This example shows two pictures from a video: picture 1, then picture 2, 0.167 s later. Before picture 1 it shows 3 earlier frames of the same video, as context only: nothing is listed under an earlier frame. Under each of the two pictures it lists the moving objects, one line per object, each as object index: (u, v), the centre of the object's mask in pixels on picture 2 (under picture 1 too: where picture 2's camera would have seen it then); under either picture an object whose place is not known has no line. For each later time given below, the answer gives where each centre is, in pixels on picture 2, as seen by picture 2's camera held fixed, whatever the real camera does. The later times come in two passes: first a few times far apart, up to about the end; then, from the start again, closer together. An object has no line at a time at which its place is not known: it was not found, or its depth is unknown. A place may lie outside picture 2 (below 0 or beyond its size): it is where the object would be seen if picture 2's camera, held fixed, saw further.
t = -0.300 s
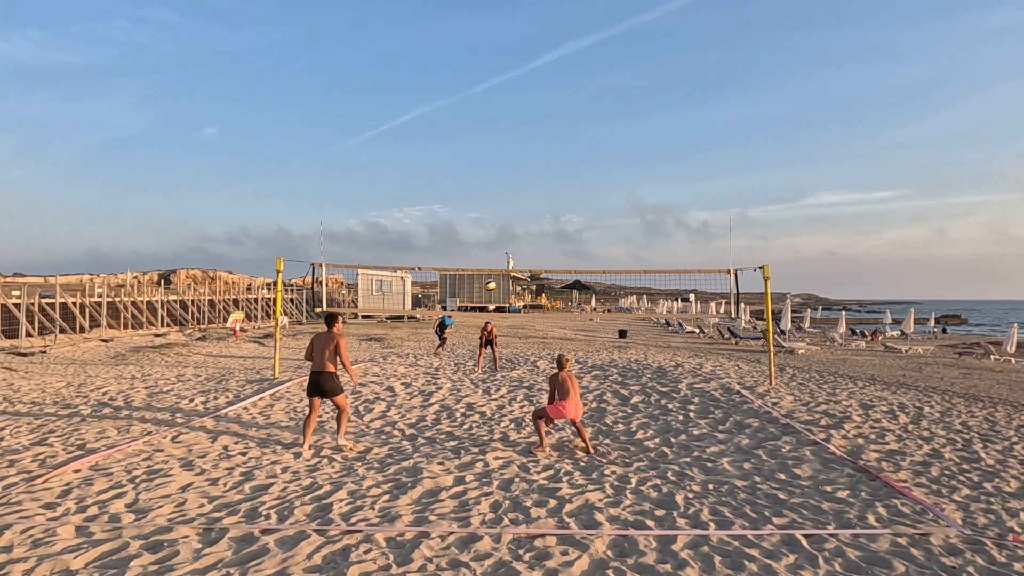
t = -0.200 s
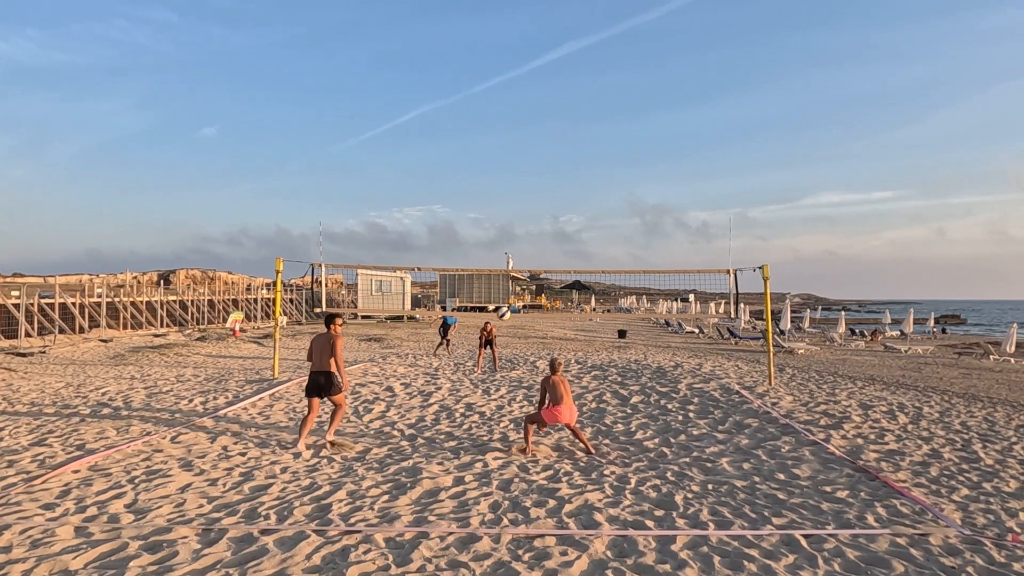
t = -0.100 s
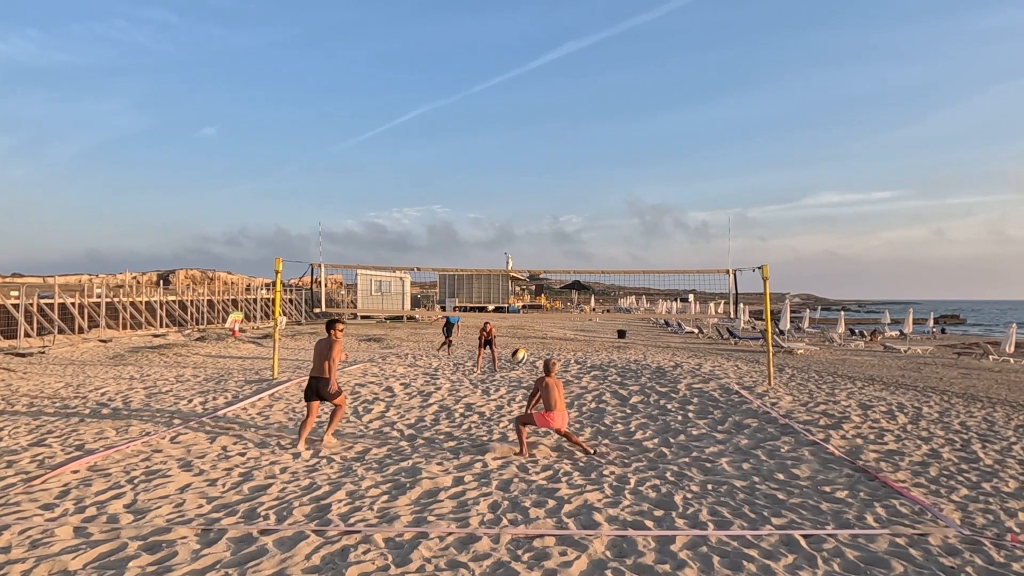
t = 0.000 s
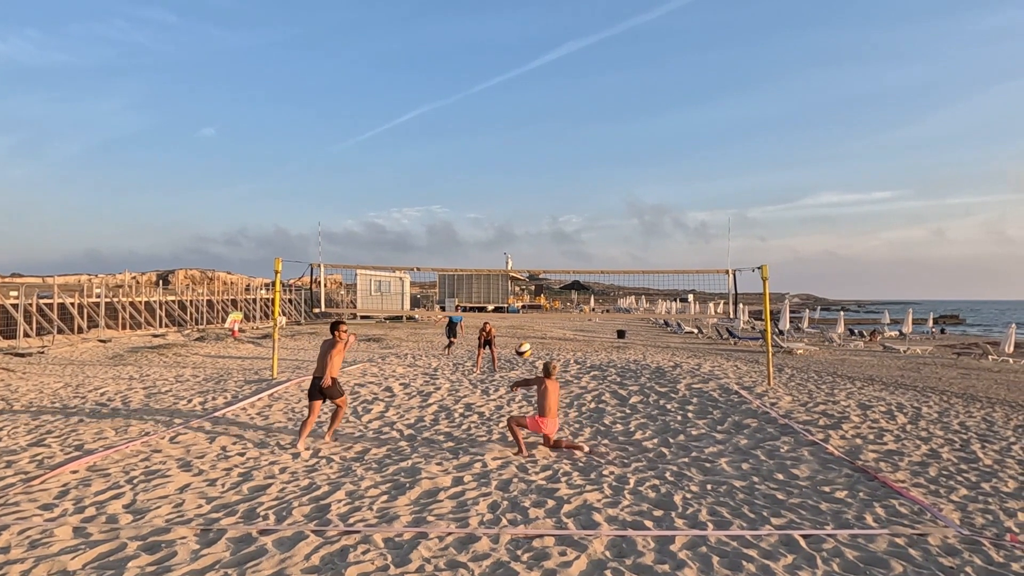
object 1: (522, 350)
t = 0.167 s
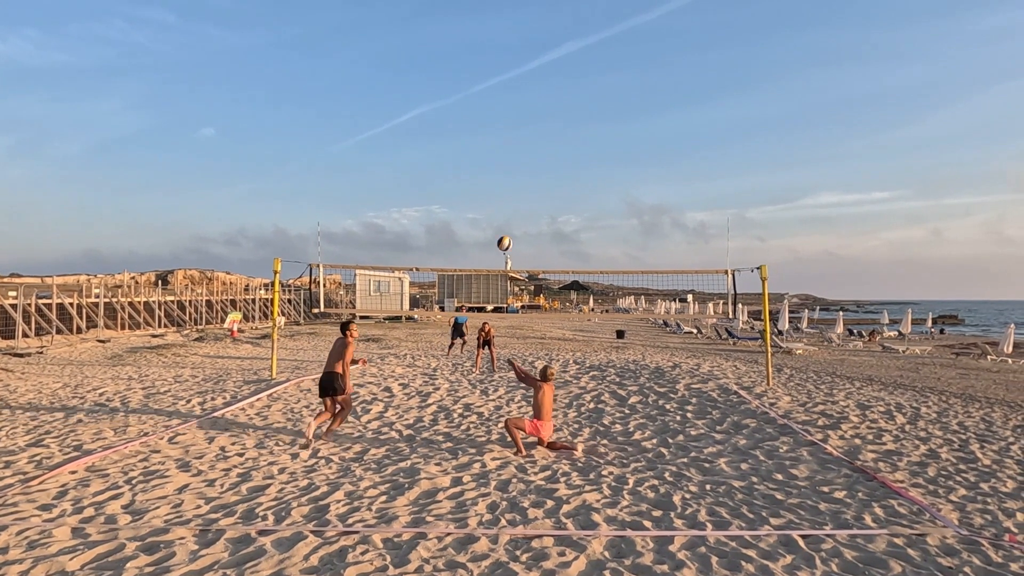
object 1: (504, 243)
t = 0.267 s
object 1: (494, 195)
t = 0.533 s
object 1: (470, 111)
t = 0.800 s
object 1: (449, 81)
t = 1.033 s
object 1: (431, 91)
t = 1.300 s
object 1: (413, 135)
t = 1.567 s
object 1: (395, 209)
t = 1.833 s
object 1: (381, 272)
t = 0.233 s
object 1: (498, 210)
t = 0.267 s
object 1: (494, 195)
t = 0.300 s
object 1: (491, 181)
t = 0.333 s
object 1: (488, 168)
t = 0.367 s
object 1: (485, 156)
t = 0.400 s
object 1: (482, 145)
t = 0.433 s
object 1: (479, 136)
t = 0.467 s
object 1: (476, 127)
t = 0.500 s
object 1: (473, 118)
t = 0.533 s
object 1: (470, 111)
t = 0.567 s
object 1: (468, 105)
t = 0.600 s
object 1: (465, 99)
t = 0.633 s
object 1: (462, 94)
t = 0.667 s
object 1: (459, 91)
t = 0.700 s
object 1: (457, 87)
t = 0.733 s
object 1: (454, 84)
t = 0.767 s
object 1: (451, 83)
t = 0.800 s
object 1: (449, 81)
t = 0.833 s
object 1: (446, 81)
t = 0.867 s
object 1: (444, 81)
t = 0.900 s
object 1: (441, 82)
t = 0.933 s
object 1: (439, 83)
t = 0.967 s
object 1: (436, 85)
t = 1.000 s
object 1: (434, 88)
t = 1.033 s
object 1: (431, 91)
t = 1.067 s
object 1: (429, 95)
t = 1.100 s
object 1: (427, 99)
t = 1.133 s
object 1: (424, 104)
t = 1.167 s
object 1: (422, 109)
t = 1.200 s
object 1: (419, 115)
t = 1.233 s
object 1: (418, 121)
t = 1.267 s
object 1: (415, 128)
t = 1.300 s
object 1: (413, 135)
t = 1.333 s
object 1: (411, 143)
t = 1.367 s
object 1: (409, 152)
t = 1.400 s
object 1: (407, 160)
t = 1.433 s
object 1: (404, 169)
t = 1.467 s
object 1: (402, 178)
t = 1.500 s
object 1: (400, 188)
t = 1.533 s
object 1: (398, 199)
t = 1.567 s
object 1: (395, 209)
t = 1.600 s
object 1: (393, 220)
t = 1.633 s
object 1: (391, 231)
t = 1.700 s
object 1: (387, 254)
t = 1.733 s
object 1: (385, 265)
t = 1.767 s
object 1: (384, 268)
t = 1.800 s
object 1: (383, 270)
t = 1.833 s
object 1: (381, 272)
